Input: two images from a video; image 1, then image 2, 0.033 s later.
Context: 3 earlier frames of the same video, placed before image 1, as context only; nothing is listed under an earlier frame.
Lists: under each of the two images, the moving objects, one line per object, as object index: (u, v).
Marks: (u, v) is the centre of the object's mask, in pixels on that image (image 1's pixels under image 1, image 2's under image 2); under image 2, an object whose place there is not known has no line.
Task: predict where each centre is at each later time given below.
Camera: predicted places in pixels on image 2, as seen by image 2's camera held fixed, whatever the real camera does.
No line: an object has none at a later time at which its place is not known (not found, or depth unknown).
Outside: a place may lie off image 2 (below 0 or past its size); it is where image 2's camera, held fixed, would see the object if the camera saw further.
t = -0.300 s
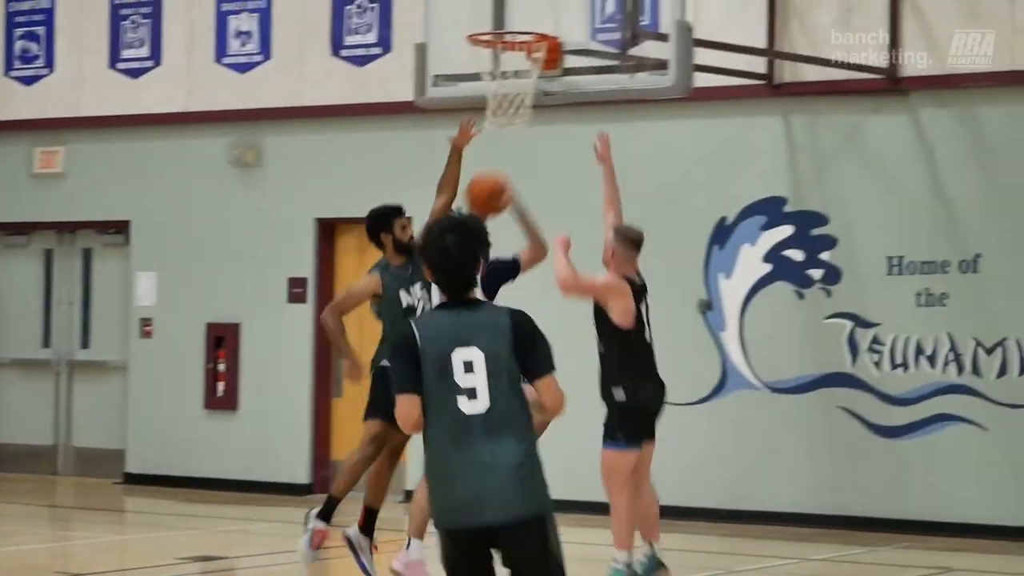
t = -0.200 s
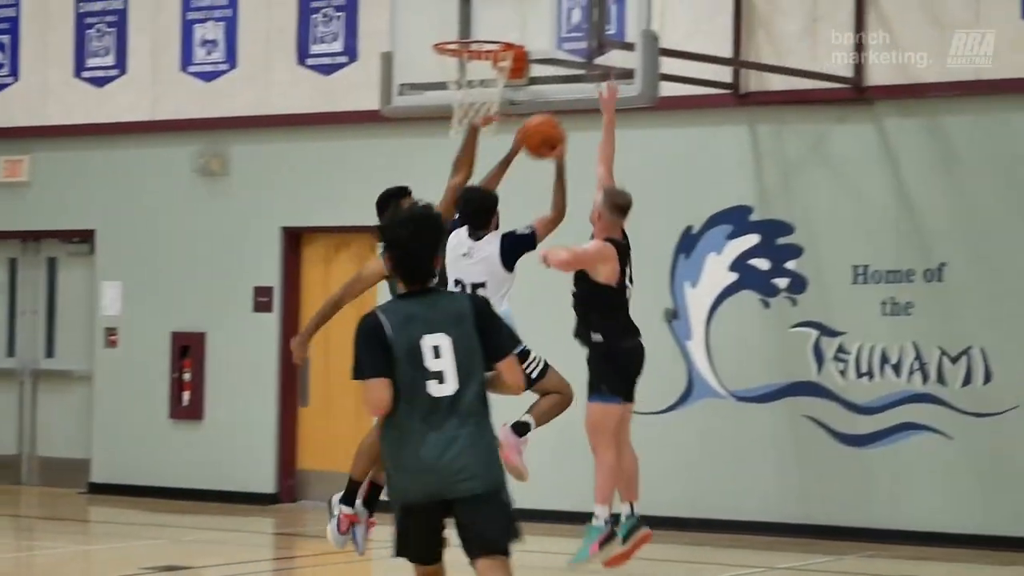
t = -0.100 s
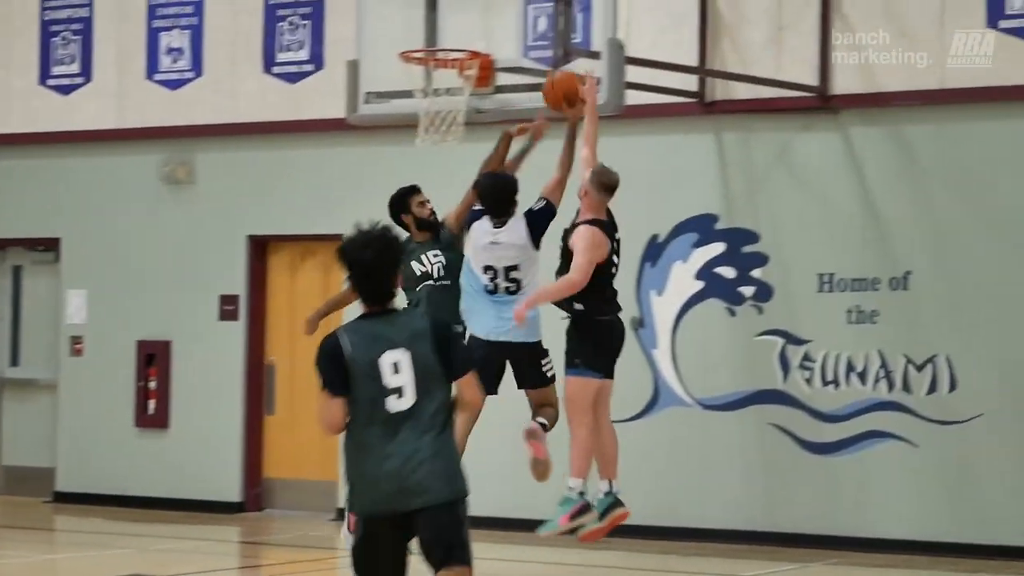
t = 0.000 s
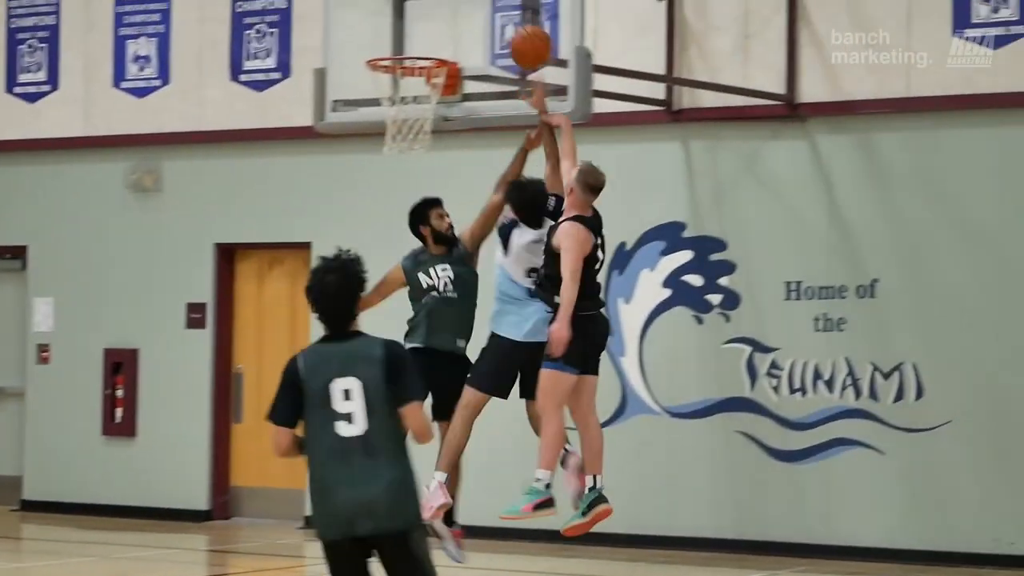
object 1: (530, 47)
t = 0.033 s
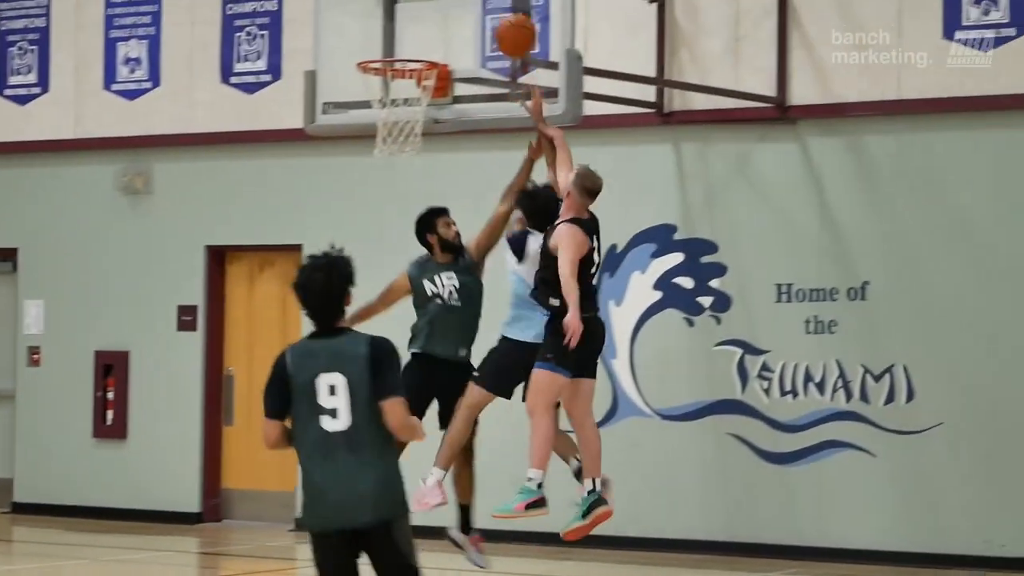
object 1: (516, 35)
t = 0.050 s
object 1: (513, 29)
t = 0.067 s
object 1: (511, 23)
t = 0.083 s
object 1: (510, 18)
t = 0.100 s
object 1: (508, 14)
